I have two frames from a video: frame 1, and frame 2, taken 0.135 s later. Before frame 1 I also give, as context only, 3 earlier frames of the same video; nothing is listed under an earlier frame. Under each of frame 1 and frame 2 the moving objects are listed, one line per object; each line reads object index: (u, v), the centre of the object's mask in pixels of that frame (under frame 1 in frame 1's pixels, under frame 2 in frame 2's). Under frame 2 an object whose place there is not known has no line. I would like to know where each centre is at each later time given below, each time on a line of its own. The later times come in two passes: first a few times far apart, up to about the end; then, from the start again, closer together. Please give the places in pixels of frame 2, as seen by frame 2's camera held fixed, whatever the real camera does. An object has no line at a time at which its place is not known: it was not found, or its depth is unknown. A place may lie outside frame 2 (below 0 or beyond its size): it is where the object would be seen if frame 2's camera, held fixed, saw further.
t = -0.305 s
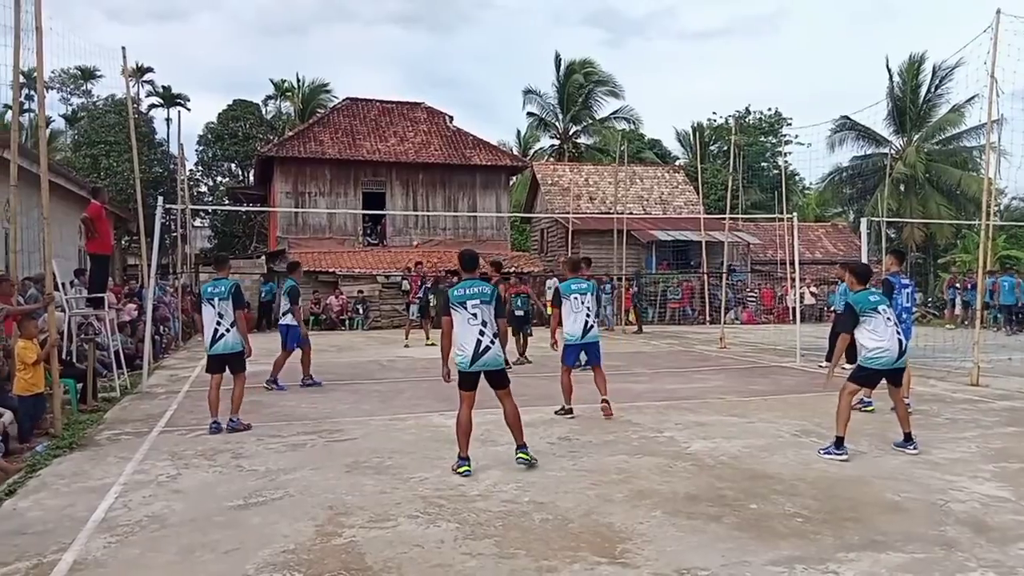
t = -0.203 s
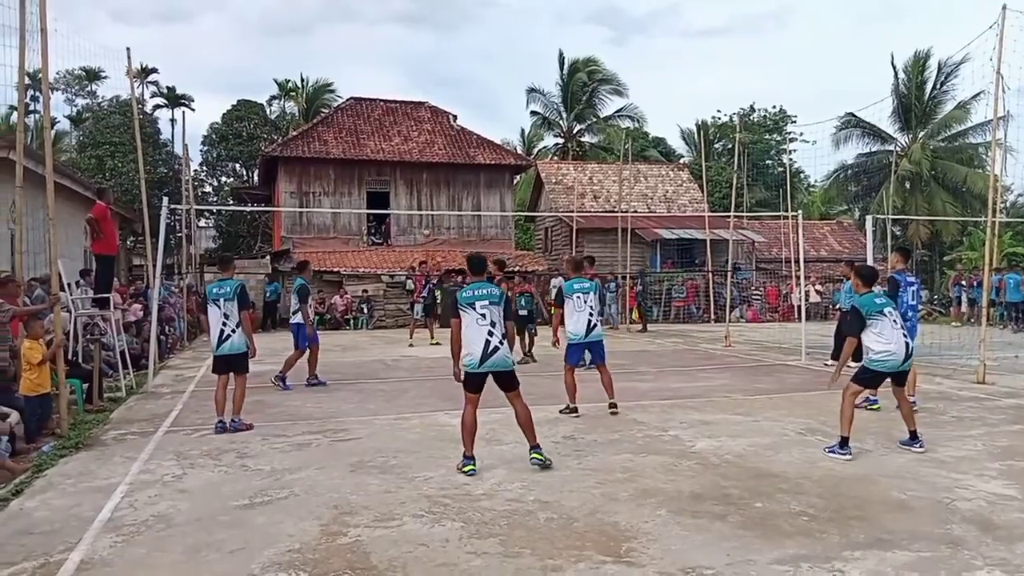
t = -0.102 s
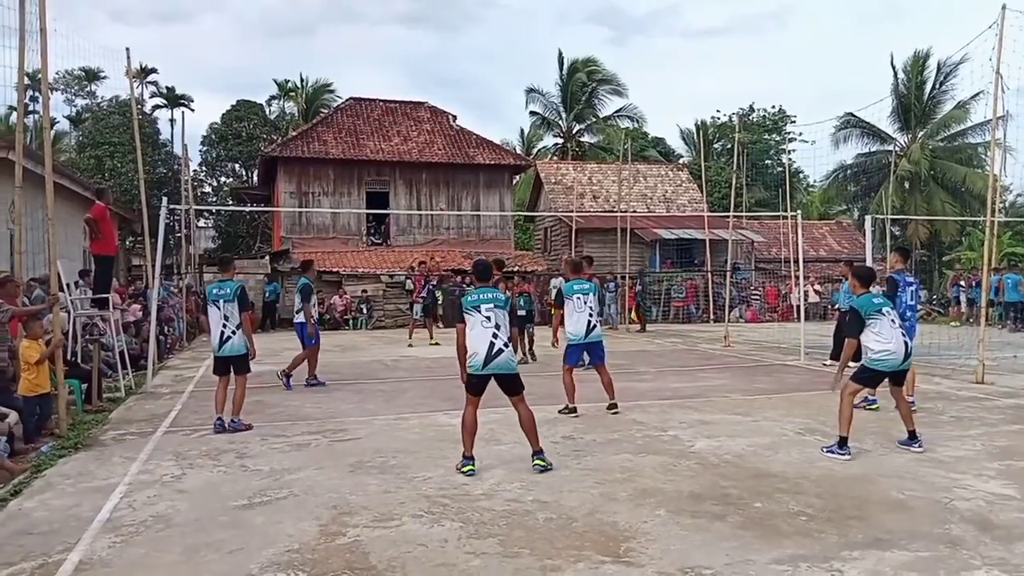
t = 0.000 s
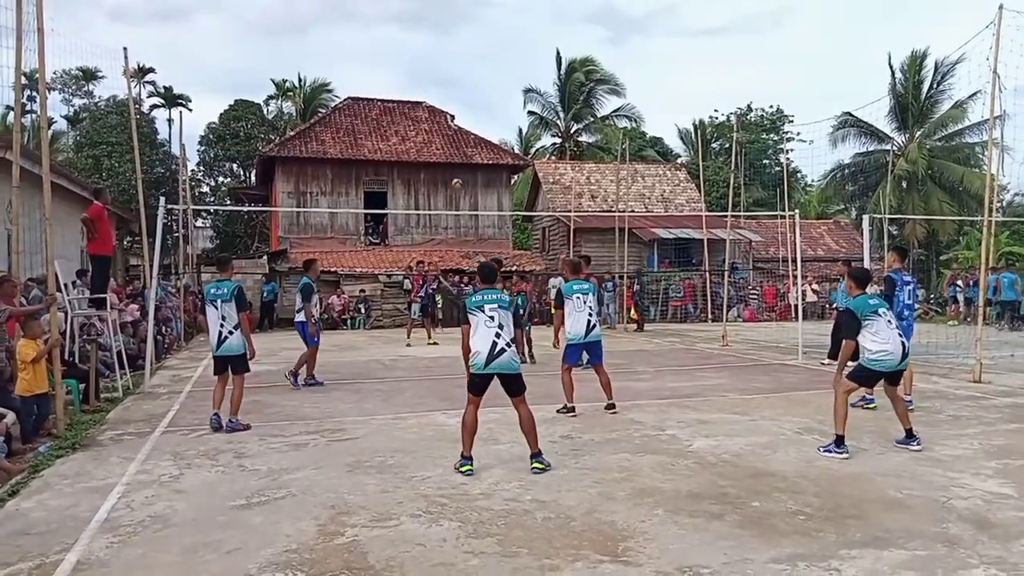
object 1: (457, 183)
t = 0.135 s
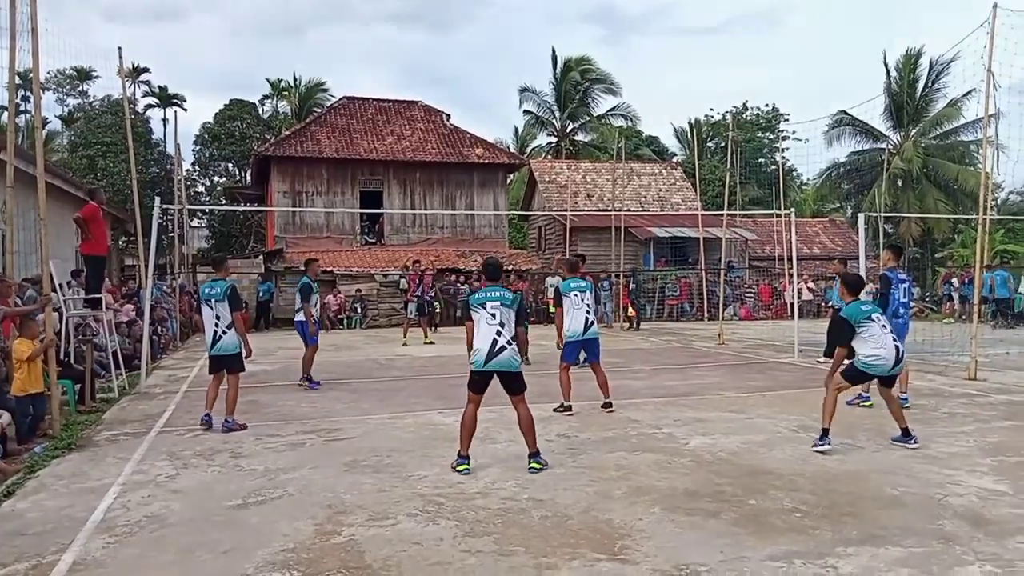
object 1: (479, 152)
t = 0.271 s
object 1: (510, 128)
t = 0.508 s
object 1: (584, 96)
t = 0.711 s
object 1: (680, 94)
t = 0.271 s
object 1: (510, 128)
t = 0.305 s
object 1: (519, 122)
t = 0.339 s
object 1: (527, 117)
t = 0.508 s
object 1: (584, 96)
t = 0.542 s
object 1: (598, 94)
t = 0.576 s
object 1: (611, 93)
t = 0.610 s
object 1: (627, 91)
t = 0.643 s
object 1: (643, 91)
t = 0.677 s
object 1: (660, 92)
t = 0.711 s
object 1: (680, 94)
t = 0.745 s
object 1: (701, 97)
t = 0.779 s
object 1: (723, 102)
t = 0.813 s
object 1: (748, 108)
